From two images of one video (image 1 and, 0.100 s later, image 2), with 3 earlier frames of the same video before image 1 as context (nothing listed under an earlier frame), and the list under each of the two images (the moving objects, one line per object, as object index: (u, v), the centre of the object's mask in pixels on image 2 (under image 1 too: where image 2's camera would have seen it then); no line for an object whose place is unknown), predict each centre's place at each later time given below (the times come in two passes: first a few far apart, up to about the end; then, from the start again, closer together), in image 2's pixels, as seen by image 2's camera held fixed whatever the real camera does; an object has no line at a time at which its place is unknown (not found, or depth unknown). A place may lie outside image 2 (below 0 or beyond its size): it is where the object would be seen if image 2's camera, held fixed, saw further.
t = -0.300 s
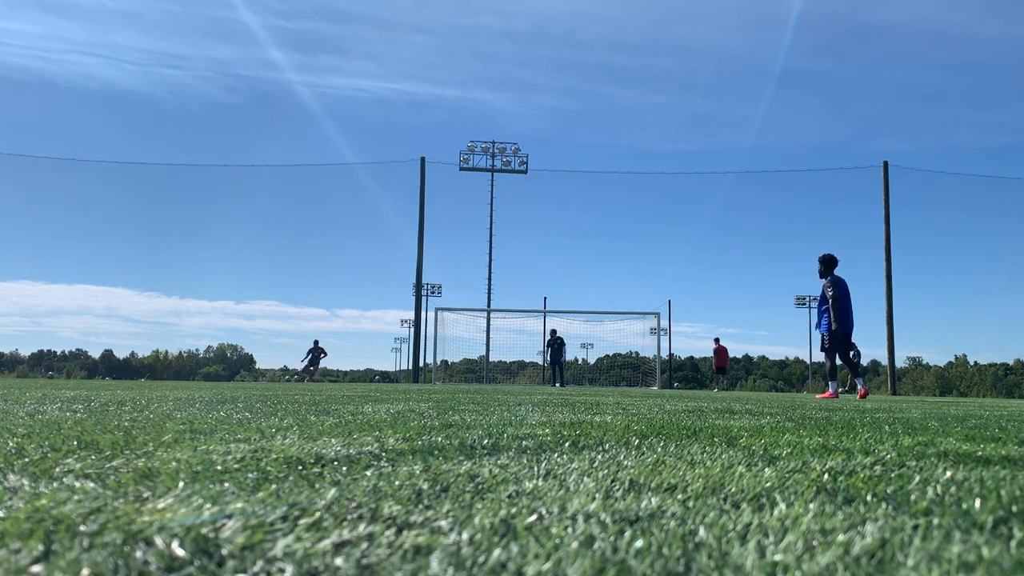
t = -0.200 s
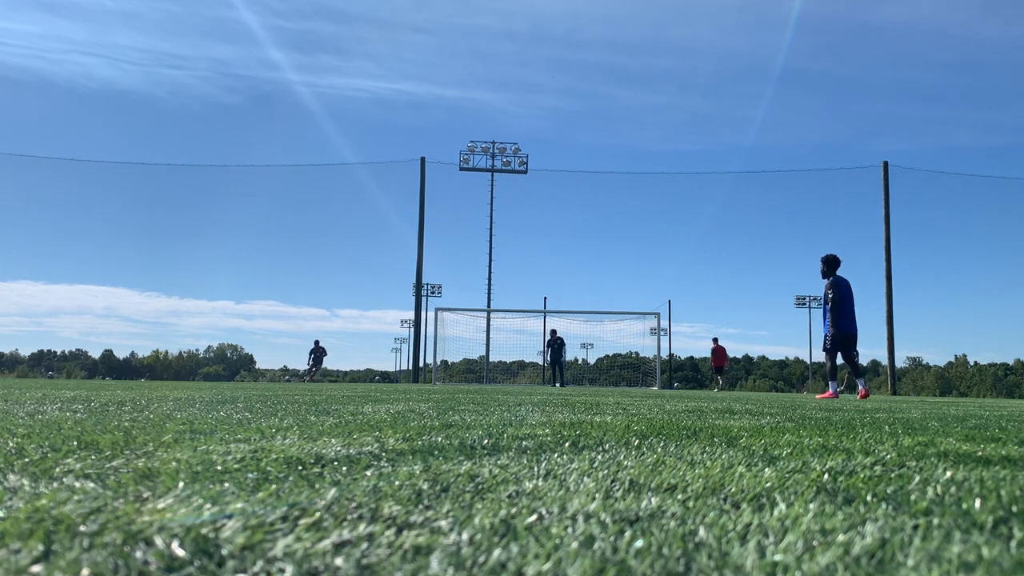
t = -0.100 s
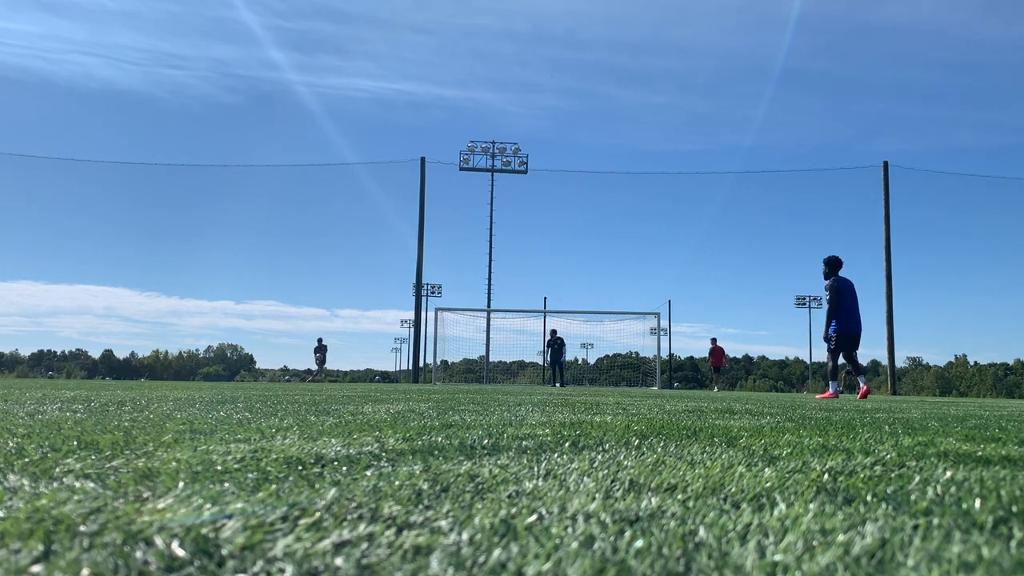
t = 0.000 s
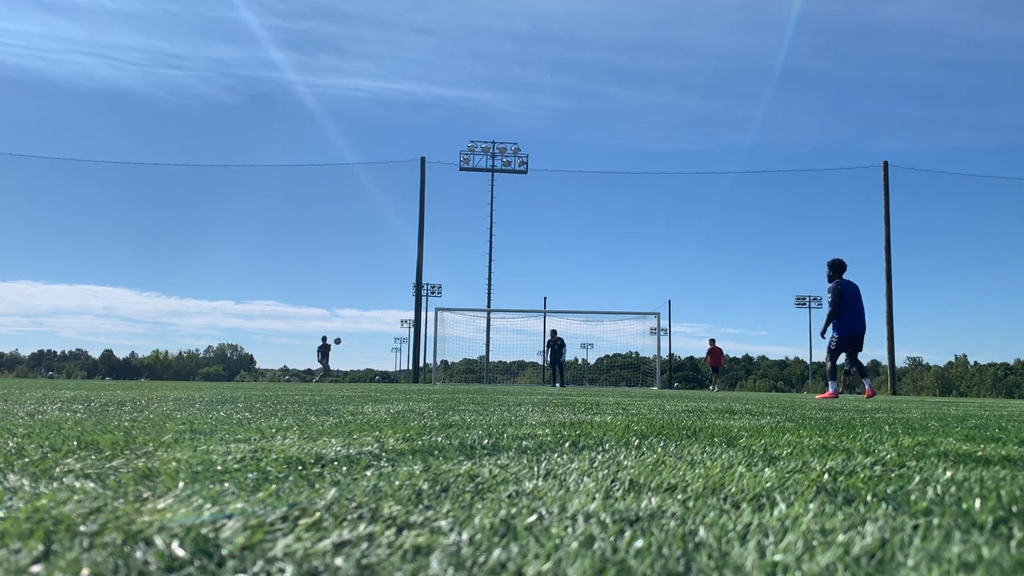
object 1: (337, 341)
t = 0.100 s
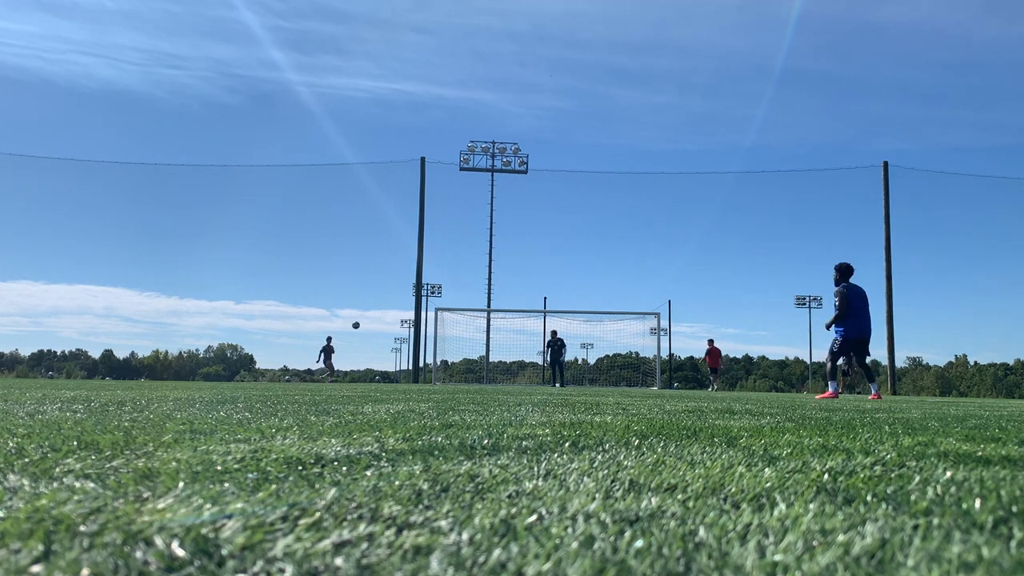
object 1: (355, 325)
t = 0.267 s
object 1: (389, 300)
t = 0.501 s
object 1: (441, 270)
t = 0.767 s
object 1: (511, 248)
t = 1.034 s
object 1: (599, 245)
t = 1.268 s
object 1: (698, 267)
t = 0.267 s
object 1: (389, 300)
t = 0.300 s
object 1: (396, 295)
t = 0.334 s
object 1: (403, 290)
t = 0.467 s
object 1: (433, 274)
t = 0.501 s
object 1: (441, 270)
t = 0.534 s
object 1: (449, 267)
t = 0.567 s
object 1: (457, 263)
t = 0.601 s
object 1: (465, 260)
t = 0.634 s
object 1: (474, 257)
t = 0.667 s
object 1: (483, 254)
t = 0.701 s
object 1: (492, 252)
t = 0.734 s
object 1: (502, 249)
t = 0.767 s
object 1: (511, 248)
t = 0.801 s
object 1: (521, 246)
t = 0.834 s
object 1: (531, 245)
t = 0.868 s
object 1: (542, 244)
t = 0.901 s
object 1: (553, 244)
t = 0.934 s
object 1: (564, 243)
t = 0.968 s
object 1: (575, 243)
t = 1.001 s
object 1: (587, 244)
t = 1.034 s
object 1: (599, 245)
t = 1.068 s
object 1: (612, 247)
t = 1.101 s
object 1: (625, 249)
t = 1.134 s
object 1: (638, 251)
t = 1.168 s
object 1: (652, 254)
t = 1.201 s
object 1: (667, 258)
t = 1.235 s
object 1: (682, 262)
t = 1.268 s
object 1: (698, 267)
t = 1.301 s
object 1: (715, 273)
